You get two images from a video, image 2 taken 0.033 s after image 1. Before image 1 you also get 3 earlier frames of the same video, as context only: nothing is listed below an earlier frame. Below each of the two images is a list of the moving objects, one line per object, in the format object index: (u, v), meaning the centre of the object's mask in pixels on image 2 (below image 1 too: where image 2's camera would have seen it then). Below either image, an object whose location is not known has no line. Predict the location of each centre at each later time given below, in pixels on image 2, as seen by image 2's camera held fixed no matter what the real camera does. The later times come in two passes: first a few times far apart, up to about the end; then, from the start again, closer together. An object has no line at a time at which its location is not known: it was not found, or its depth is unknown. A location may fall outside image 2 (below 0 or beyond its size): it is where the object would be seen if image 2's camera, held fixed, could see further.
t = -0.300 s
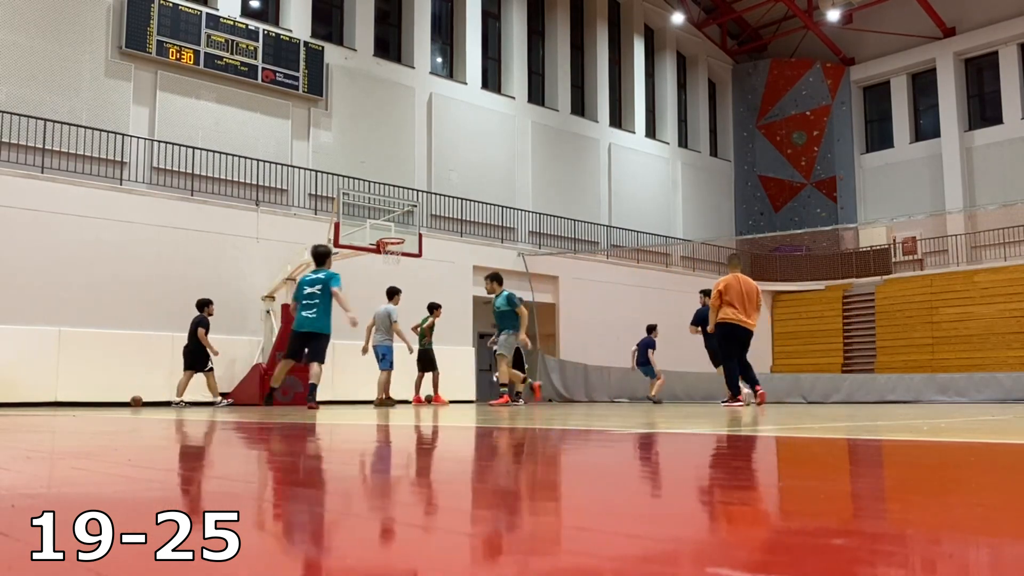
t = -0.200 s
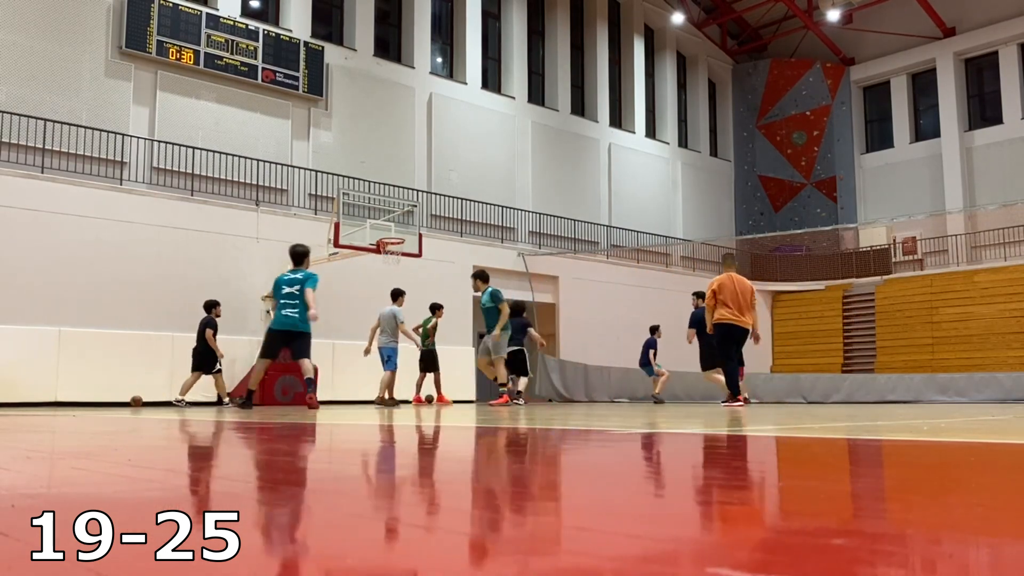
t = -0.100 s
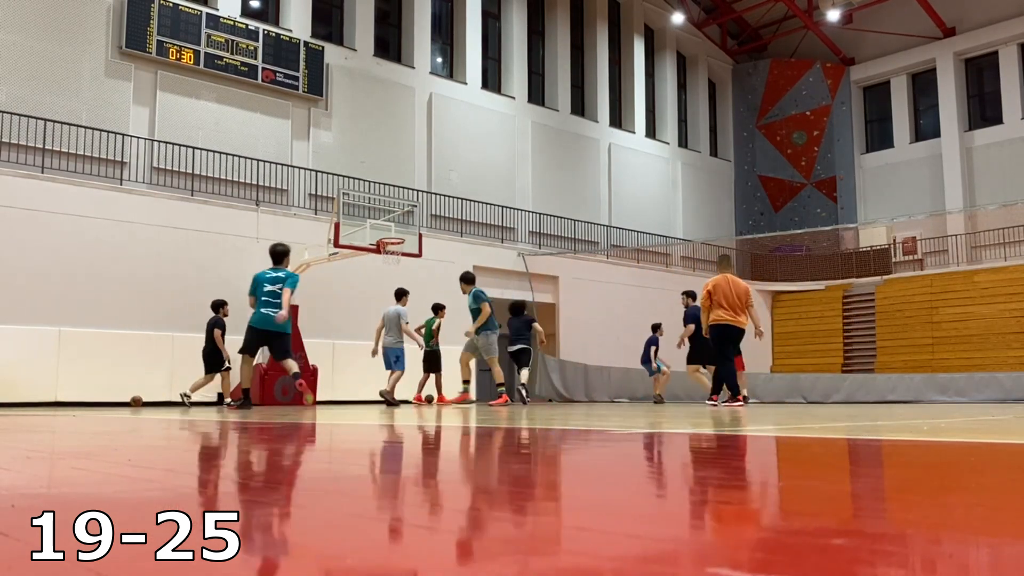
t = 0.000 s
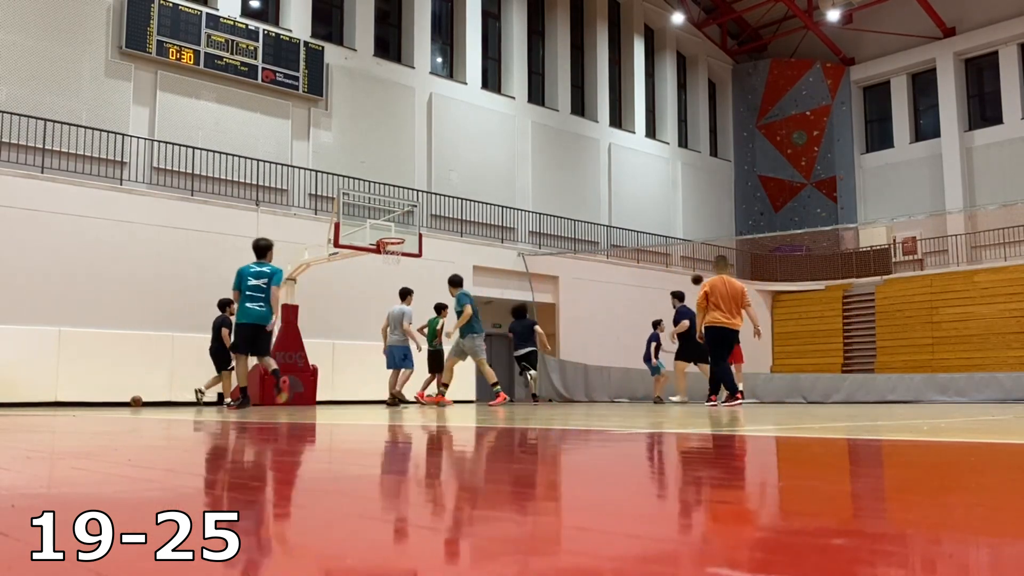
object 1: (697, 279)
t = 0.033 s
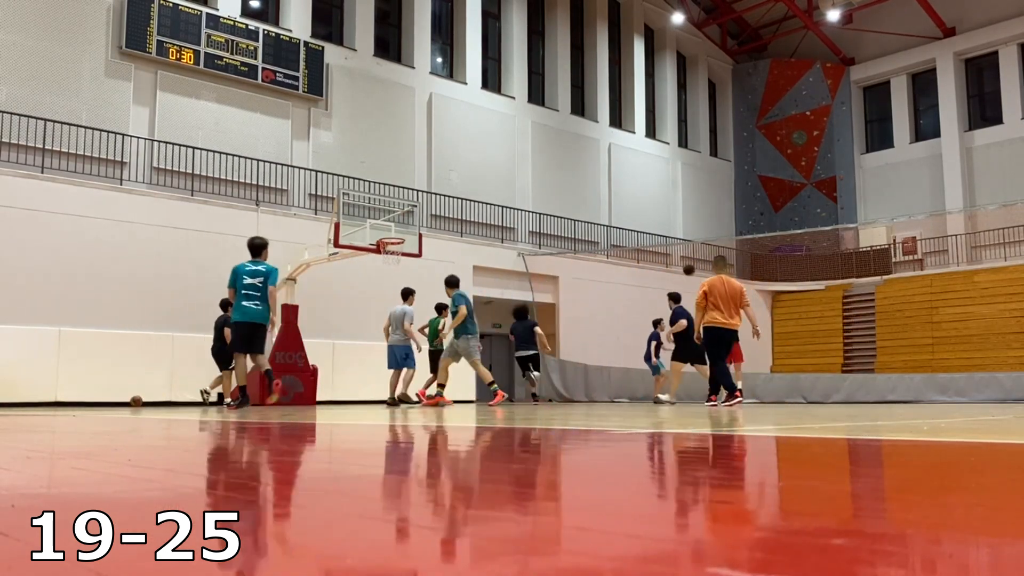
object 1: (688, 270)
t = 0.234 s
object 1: (639, 221)
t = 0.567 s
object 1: (555, 180)
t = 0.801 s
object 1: (496, 183)
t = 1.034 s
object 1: (436, 212)
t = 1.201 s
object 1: (405, 240)
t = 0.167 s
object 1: (655, 235)
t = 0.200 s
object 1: (647, 228)
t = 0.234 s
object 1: (639, 221)
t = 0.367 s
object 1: (605, 198)
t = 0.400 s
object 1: (597, 194)
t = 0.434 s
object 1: (589, 190)
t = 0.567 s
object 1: (555, 180)
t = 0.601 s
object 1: (547, 179)
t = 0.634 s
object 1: (538, 178)
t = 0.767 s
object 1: (505, 181)
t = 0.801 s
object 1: (496, 183)
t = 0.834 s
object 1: (488, 185)
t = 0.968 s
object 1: (453, 200)
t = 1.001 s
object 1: (445, 206)
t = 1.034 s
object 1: (436, 212)
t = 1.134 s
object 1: (410, 233)
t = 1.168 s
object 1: (403, 240)
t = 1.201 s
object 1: (405, 240)
